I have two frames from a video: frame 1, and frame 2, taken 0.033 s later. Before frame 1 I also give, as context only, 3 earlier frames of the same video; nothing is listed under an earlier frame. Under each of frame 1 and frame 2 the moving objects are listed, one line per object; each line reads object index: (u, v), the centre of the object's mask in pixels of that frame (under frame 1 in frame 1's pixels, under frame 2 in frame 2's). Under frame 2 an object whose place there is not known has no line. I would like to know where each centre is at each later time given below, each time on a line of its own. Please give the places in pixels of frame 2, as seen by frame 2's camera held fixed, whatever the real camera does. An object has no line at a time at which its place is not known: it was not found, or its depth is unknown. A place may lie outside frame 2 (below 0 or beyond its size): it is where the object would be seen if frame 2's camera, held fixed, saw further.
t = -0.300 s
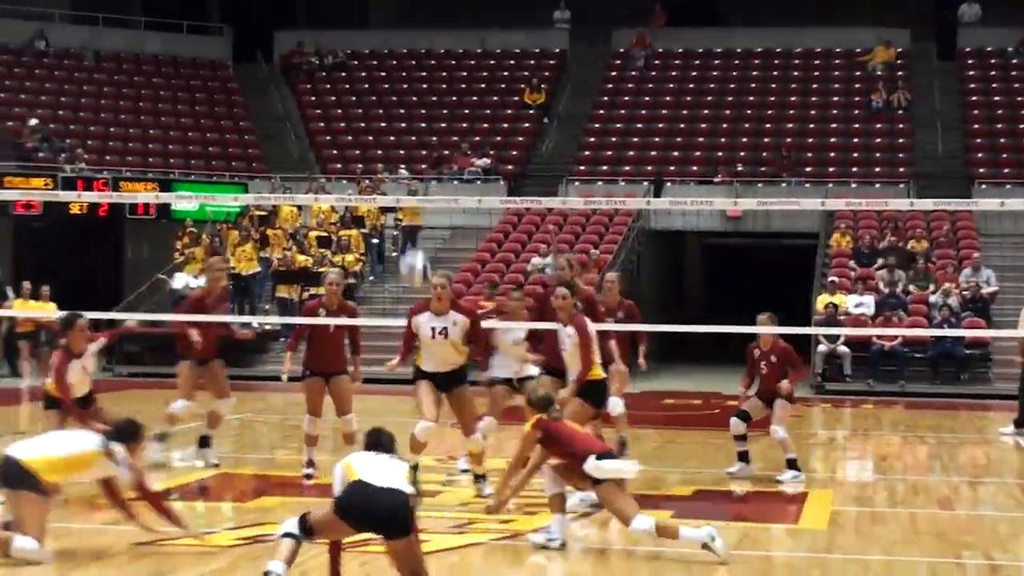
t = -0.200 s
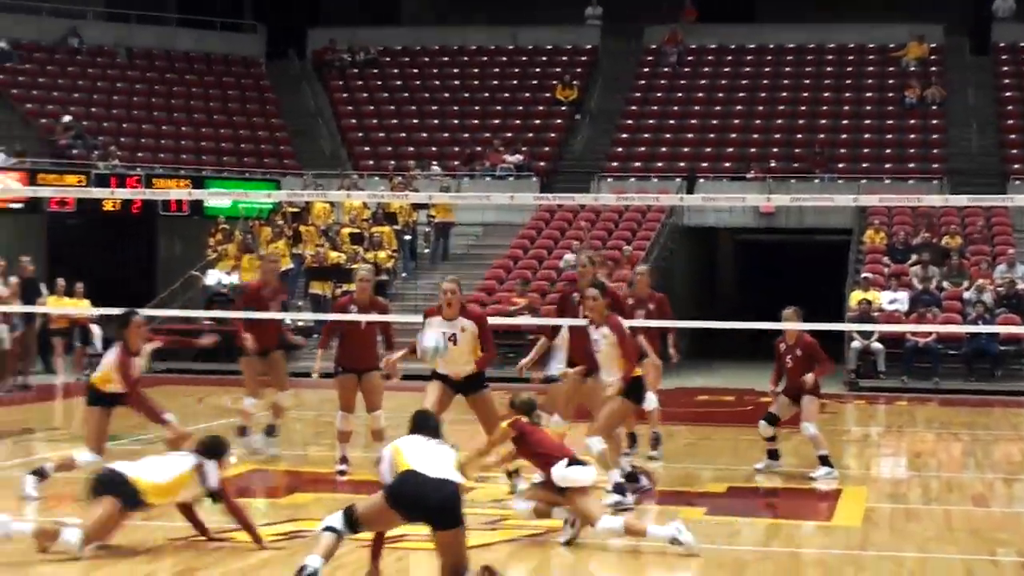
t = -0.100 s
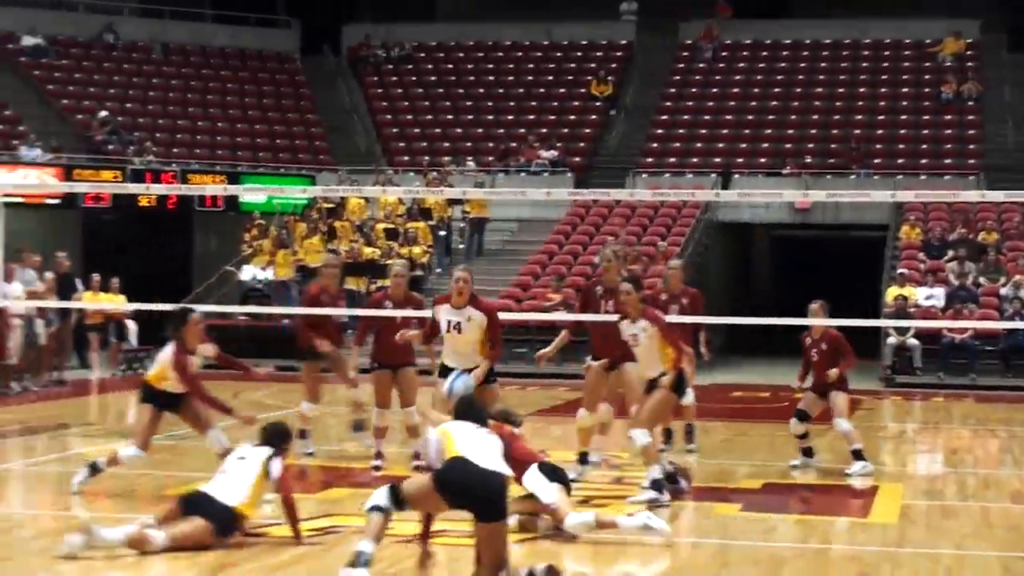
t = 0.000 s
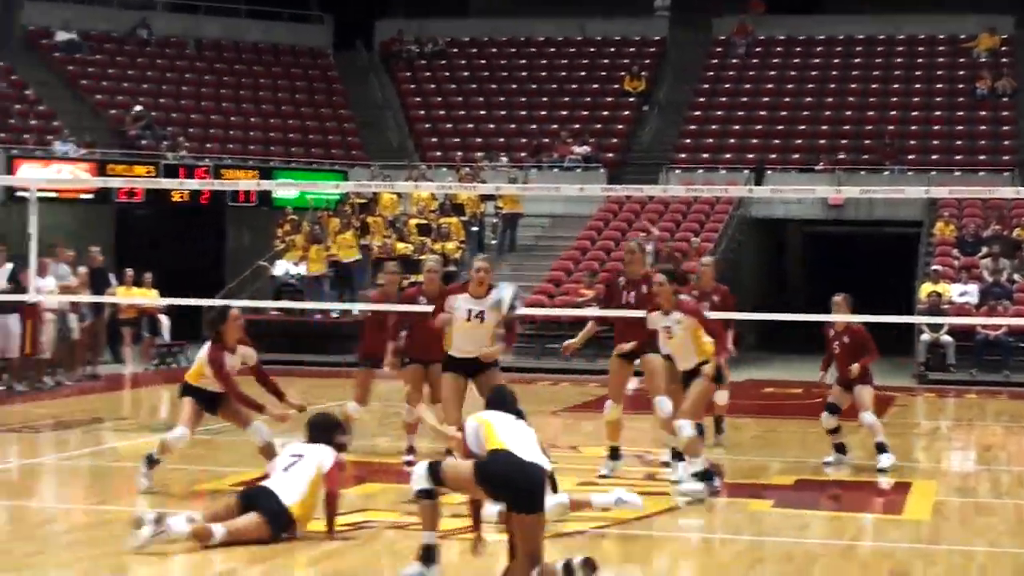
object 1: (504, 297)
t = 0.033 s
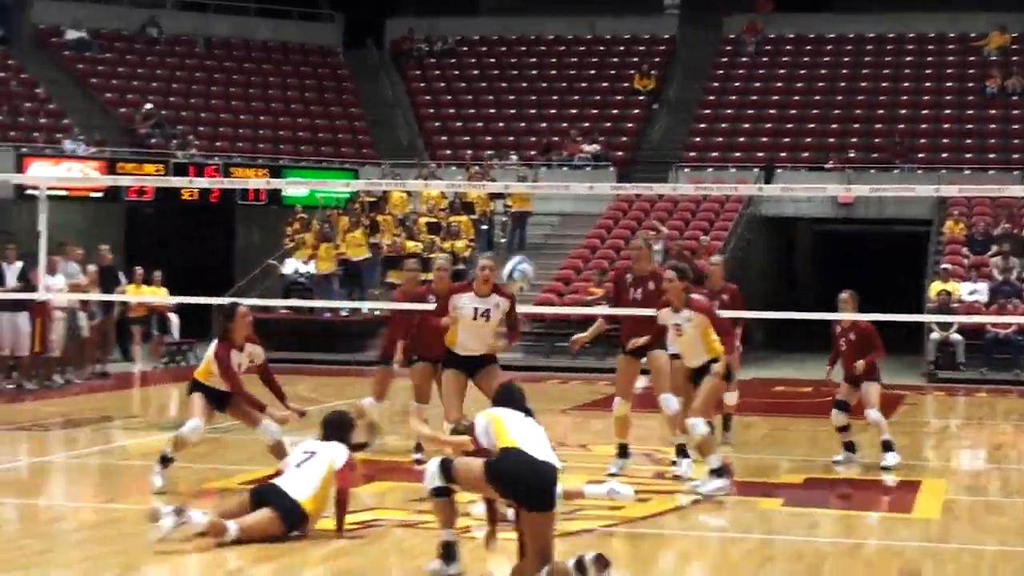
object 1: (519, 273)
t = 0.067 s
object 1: (523, 250)
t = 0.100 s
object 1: (527, 231)
